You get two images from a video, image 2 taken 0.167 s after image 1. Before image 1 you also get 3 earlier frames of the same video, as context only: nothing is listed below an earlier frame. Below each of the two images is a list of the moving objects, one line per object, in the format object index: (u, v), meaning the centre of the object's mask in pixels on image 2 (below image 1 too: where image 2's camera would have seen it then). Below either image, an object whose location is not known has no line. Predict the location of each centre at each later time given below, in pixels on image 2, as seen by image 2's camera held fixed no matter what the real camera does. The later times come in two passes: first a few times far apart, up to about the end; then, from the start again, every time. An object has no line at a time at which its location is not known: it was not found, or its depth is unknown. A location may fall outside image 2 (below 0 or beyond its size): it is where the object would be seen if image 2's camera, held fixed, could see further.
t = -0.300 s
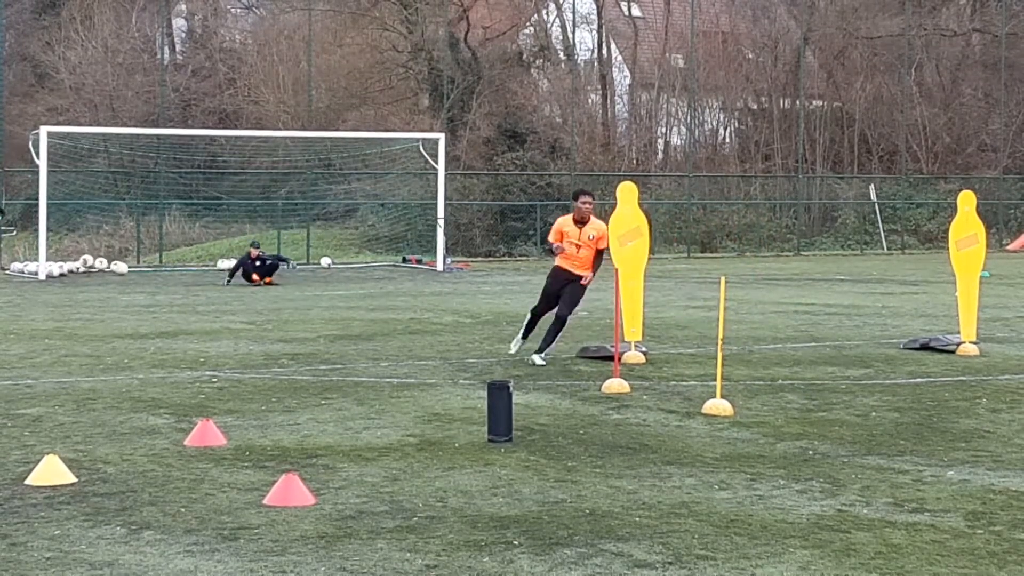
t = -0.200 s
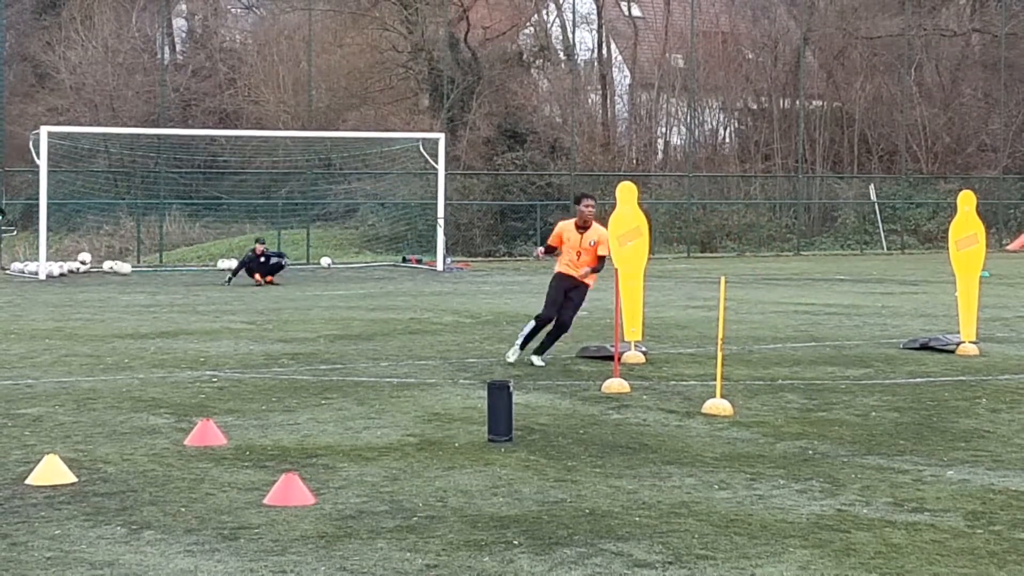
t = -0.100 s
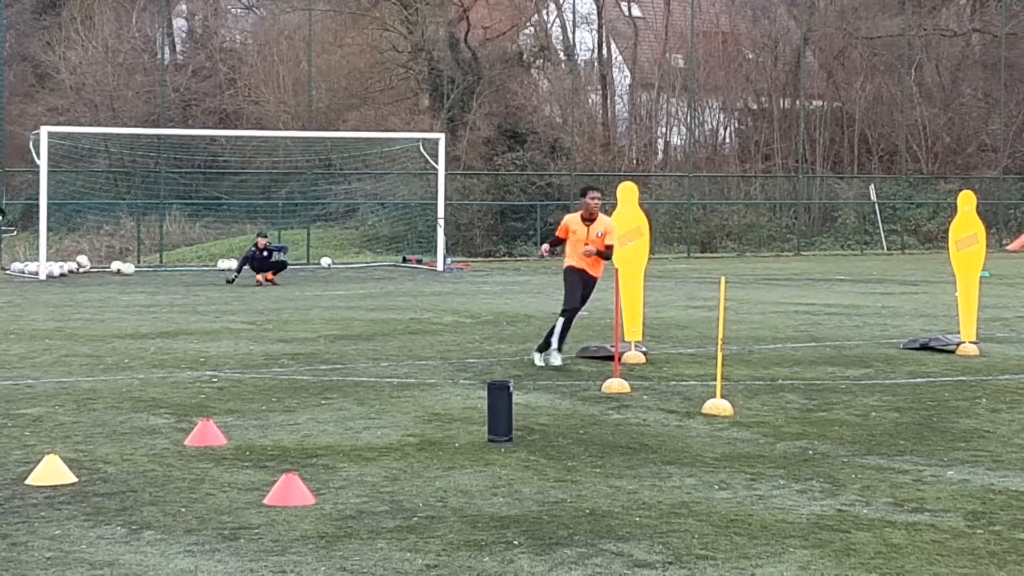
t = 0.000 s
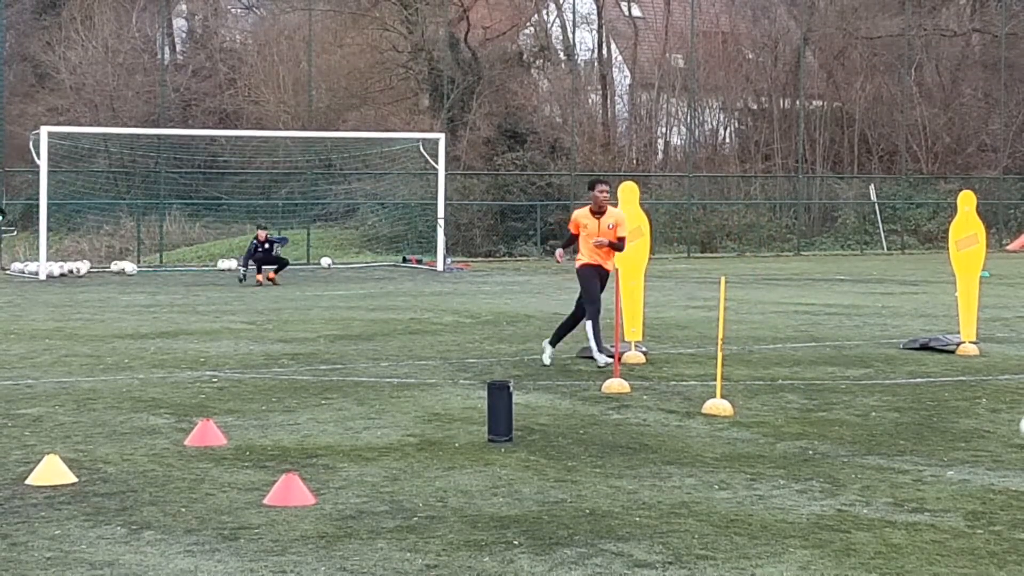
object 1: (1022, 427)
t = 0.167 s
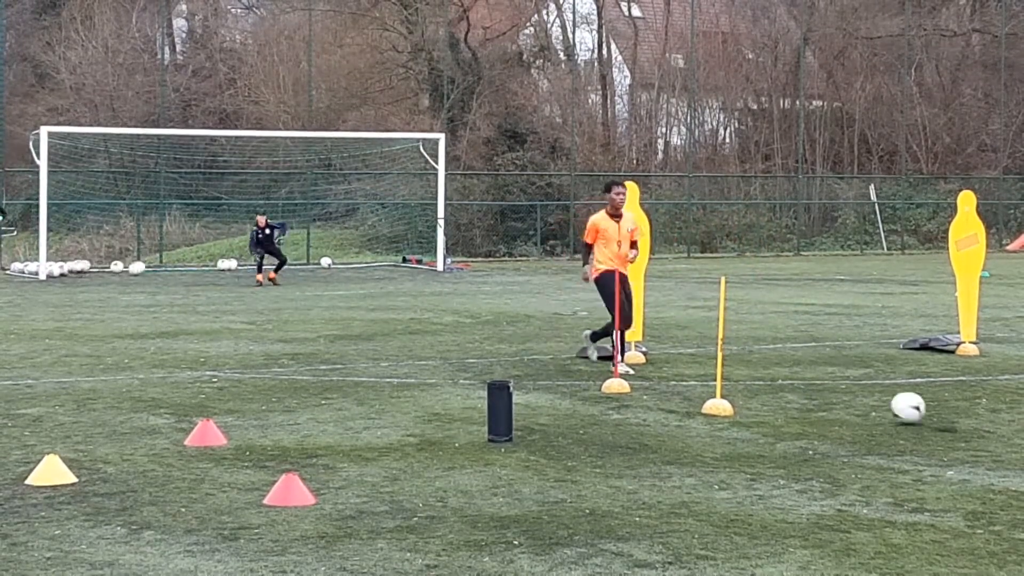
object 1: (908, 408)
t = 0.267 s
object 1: (846, 398)
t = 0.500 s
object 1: (737, 381)
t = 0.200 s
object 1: (886, 406)
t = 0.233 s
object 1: (865, 403)
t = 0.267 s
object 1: (846, 398)
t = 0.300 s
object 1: (829, 395)
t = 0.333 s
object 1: (811, 394)
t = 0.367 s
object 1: (795, 391)
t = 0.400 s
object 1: (779, 388)
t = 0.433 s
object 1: (764, 386)
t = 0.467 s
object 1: (751, 383)
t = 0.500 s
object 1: (737, 381)
